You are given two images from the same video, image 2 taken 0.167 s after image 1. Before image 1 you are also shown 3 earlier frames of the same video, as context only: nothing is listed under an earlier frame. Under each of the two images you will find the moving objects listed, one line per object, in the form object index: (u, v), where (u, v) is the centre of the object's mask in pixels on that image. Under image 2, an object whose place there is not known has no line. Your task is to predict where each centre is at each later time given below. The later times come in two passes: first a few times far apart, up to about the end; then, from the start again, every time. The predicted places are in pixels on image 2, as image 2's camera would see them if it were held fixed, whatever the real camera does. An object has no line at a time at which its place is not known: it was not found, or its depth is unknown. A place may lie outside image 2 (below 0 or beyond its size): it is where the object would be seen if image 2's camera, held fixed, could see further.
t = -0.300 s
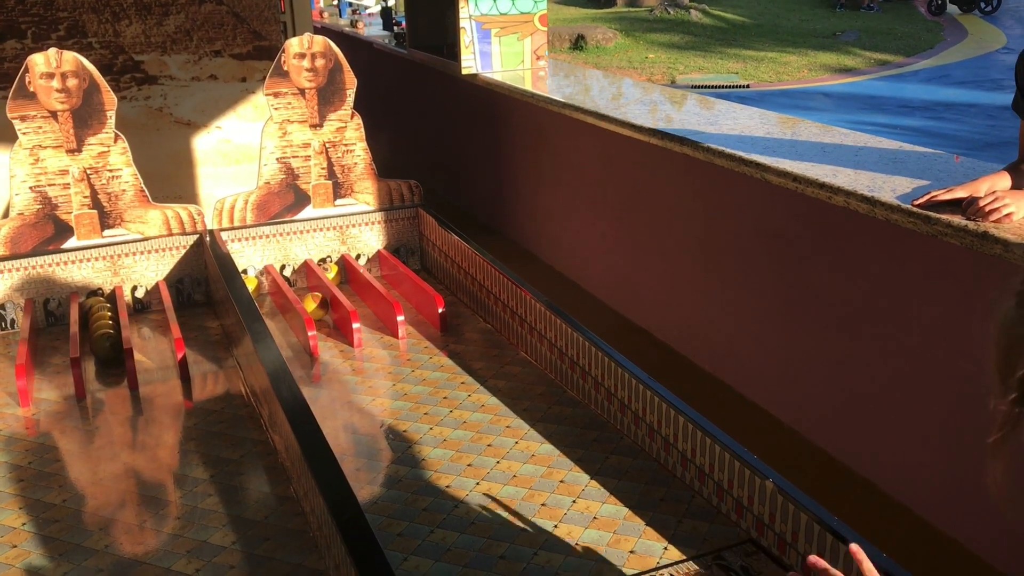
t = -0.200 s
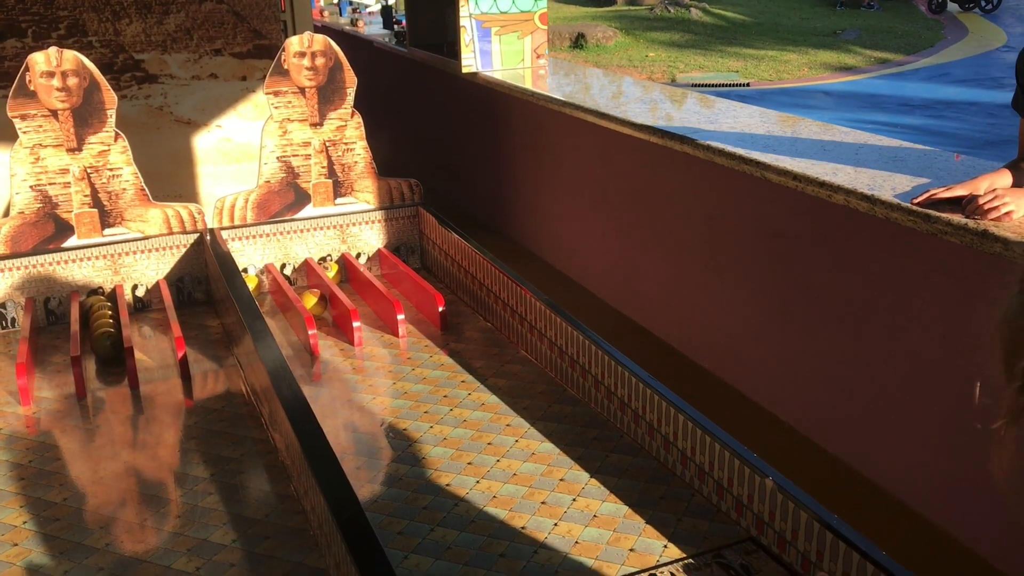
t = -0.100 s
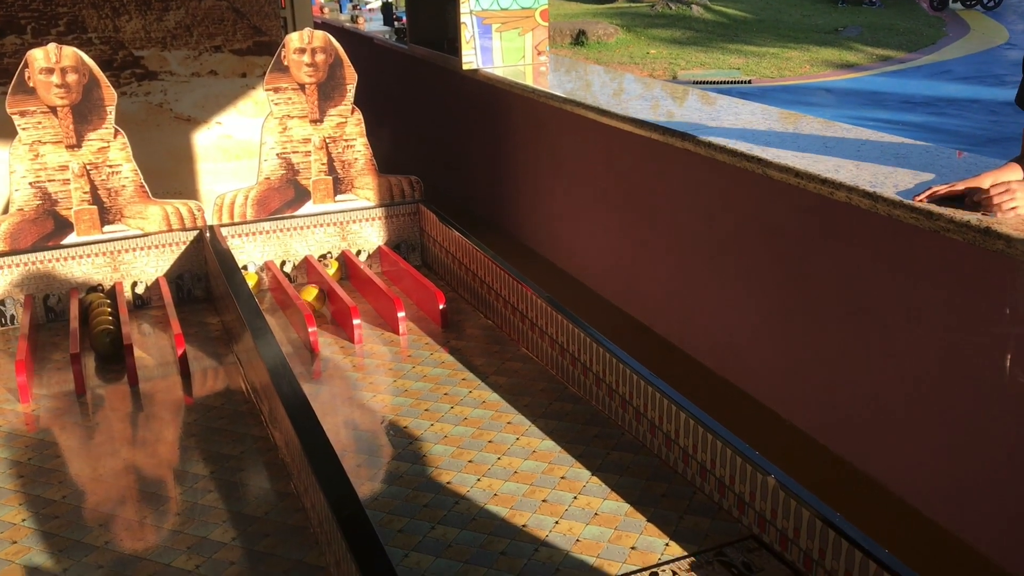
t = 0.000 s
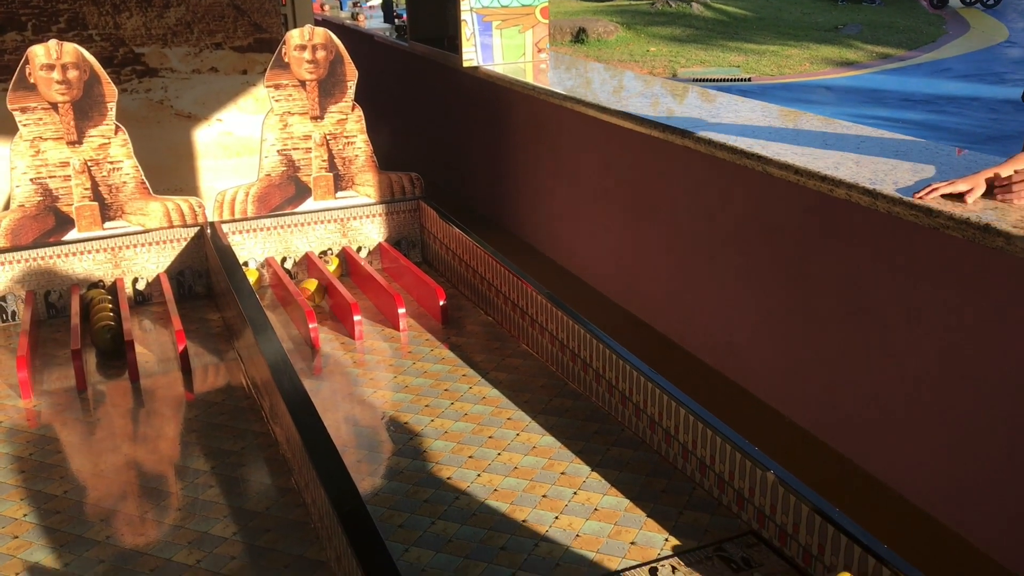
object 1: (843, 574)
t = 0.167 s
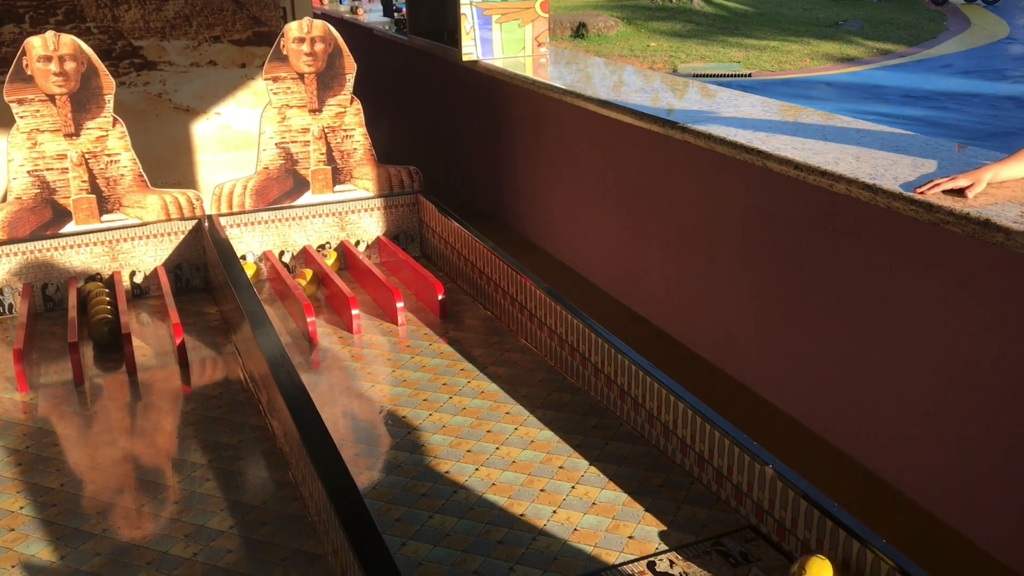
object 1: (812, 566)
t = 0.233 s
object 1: (801, 565)
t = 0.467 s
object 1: (754, 555)
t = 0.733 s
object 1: (688, 533)
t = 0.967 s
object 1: (621, 512)
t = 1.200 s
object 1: (551, 493)
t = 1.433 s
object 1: (480, 474)
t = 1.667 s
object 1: (407, 457)
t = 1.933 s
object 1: (344, 434)
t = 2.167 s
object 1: (353, 412)
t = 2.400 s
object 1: (361, 386)
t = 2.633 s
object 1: (365, 362)
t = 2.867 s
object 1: (362, 339)
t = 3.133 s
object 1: (367, 328)
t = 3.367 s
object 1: (378, 336)
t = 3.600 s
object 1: (384, 340)
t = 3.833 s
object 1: (379, 342)
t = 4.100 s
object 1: (367, 342)
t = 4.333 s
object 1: (352, 340)
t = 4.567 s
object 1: (335, 336)
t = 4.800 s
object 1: (322, 331)
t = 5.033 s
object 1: (321, 335)
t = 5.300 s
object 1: (319, 335)
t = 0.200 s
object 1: (807, 566)
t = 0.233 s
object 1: (801, 565)
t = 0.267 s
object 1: (794, 564)
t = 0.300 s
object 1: (788, 563)
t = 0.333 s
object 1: (782, 562)
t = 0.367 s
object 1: (775, 560)
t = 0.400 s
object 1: (768, 559)
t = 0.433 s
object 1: (761, 557)
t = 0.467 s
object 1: (754, 555)
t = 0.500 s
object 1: (746, 552)
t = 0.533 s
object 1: (738, 549)
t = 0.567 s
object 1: (730, 547)
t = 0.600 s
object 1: (722, 544)
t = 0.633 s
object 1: (714, 541)
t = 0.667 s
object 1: (705, 538)
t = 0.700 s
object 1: (696, 535)
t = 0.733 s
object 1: (688, 533)
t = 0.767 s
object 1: (679, 529)
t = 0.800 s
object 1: (669, 527)
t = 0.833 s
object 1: (660, 524)
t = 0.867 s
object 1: (651, 521)
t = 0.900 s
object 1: (641, 519)
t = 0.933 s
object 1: (631, 515)
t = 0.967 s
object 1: (621, 512)
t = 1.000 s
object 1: (611, 509)
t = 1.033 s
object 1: (601, 506)
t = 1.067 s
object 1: (592, 504)
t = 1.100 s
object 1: (581, 501)
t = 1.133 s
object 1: (571, 498)
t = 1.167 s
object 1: (561, 495)
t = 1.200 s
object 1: (551, 493)
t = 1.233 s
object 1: (542, 490)
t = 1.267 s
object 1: (532, 487)
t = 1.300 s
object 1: (521, 484)
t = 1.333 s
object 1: (510, 483)
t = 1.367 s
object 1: (500, 480)
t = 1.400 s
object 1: (490, 477)
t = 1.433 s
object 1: (480, 474)
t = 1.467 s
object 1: (469, 472)
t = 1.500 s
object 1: (459, 469)
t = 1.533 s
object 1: (449, 467)
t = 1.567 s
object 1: (438, 464)
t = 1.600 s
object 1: (428, 462)
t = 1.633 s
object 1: (418, 460)
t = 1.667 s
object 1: (407, 457)
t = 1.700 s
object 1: (397, 455)
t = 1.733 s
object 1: (387, 453)
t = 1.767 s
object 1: (376, 451)
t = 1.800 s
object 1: (366, 449)
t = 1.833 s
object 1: (357, 446)
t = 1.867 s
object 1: (350, 442)
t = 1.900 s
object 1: (343, 438)
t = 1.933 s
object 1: (344, 434)
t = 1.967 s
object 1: (345, 431)
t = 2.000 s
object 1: (345, 429)
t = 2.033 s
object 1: (346, 426)
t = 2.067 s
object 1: (347, 423)
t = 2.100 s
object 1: (349, 420)
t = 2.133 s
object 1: (351, 416)
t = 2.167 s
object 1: (353, 412)
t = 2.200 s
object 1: (354, 408)
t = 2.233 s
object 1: (356, 405)
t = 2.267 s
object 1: (357, 400)
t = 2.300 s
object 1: (359, 397)
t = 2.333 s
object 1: (360, 393)
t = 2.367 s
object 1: (361, 390)
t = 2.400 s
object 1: (361, 386)
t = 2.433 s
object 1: (362, 383)
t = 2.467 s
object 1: (363, 379)
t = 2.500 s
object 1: (363, 376)
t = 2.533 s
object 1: (364, 372)
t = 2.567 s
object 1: (364, 369)
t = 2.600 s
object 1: (365, 365)
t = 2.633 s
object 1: (365, 362)
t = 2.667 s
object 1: (365, 358)
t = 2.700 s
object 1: (364, 355)
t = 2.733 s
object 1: (365, 351)
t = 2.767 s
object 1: (364, 348)
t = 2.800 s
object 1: (364, 345)
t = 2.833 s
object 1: (363, 343)
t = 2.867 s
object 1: (362, 339)
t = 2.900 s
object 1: (362, 336)
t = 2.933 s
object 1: (361, 333)
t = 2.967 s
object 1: (361, 329)
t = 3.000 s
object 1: (360, 326)
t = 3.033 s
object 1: (361, 324)
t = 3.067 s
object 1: (363, 327)
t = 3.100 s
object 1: (366, 327)
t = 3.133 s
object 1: (367, 328)
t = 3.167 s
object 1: (369, 330)
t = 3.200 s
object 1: (371, 331)
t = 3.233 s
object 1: (372, 332)
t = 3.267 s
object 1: (374, 333)
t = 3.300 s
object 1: (375, 334)
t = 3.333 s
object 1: (377, 335)
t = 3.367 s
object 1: (378, 336)
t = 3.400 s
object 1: (380, 337)
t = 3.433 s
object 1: (381, 337)
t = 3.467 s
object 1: (382, 338)
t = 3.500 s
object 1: (382, 338)
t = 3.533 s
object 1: (383, 339)
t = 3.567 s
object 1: (383, 339)
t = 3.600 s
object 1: (384, 340)
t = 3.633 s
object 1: (383, 341)
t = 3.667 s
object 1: (383, 341)
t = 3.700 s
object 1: (383, 341)
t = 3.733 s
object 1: (382, 341)
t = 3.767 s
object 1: (382, 342)
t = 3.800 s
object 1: (381, 342)
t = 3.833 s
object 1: (379, 342)
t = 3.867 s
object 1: (379, 342)
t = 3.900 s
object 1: (377, 343)
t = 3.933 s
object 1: (376, 343)
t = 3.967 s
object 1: (374, 343)
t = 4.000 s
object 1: (373, 343)
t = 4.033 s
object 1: (371, 343)
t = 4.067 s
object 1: (369, 342)
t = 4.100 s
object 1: (367, 342)
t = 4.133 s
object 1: (365, 342)
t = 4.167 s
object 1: (363, 342)
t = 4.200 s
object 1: (361, 342)
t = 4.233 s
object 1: (359, 341)
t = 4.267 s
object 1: (357, 341)
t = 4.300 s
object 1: (354, 340)
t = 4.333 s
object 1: (352, 340)
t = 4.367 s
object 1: (349, 339)
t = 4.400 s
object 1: (346, 339)
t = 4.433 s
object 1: (344, 338)
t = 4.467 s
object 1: (342, 338)
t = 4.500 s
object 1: (339, 337)
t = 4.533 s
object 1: (337, 337)
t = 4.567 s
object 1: (335, 336)
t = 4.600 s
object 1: (333, 336)
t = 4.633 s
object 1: (331, 335)
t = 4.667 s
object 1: (329, 335)
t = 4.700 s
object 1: (327, 334)
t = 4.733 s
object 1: (325, 333)
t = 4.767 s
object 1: (323, 332)
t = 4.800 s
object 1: (322, 331)
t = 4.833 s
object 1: (322, 332)
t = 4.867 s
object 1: (322, 333)
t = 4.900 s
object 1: (322, 333)
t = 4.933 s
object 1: (322, 334)
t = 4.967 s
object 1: (322, 334)
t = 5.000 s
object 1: (322, 334)
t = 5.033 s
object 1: (321, 335)
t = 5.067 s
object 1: (321, 335)
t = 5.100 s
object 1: (321, 335)
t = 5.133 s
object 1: (321, 335)
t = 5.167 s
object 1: (320, 335)
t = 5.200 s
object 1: (320, 335)
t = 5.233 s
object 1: (320, 335)
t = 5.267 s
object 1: (319, 335)
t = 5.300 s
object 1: (319, 335)
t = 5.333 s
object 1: (318, 335)
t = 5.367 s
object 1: (317, 335)
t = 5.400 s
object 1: (317, 335)
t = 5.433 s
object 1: (316, 335)
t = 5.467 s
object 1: (316, 335)
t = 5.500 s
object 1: (315, 334)
